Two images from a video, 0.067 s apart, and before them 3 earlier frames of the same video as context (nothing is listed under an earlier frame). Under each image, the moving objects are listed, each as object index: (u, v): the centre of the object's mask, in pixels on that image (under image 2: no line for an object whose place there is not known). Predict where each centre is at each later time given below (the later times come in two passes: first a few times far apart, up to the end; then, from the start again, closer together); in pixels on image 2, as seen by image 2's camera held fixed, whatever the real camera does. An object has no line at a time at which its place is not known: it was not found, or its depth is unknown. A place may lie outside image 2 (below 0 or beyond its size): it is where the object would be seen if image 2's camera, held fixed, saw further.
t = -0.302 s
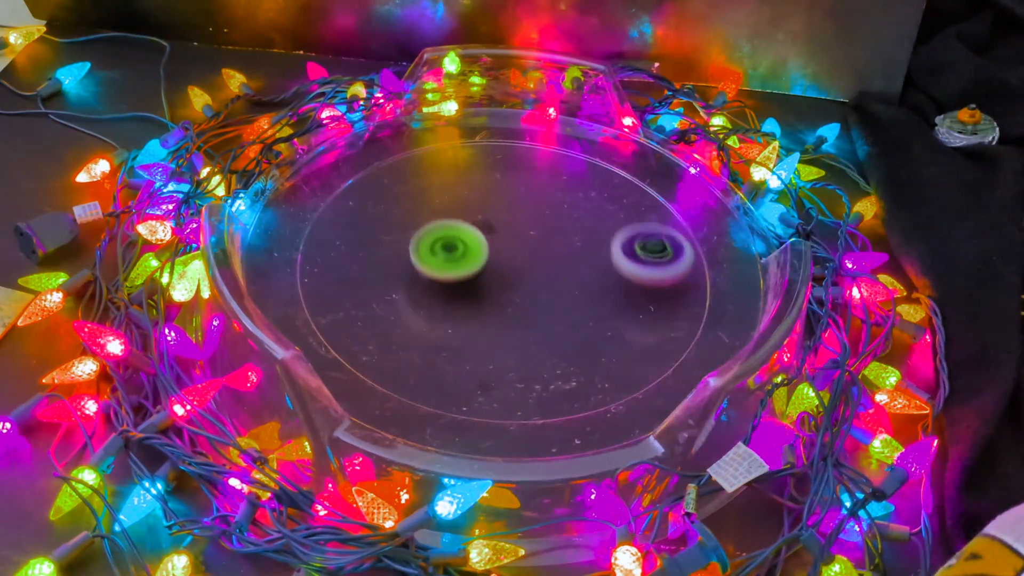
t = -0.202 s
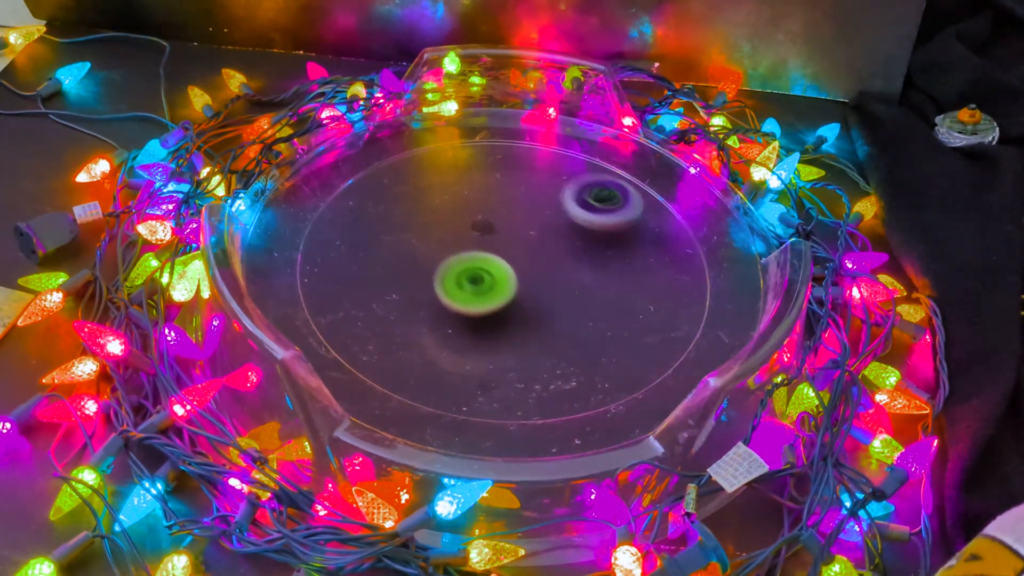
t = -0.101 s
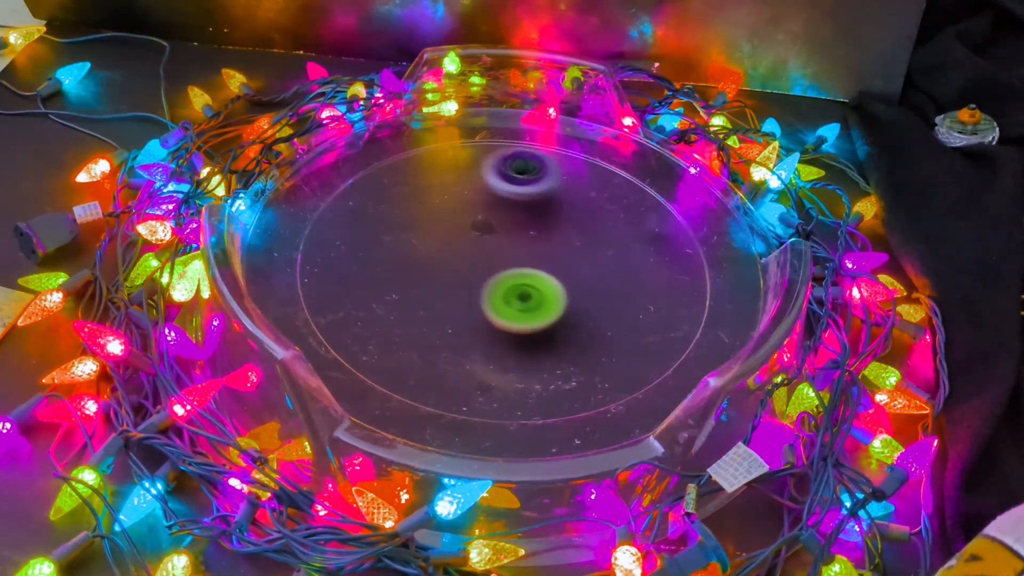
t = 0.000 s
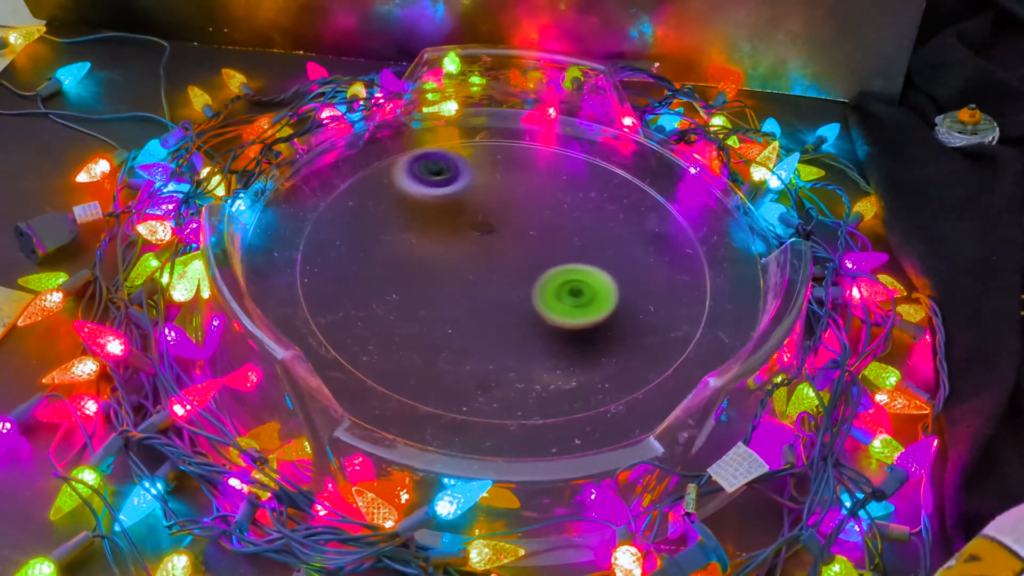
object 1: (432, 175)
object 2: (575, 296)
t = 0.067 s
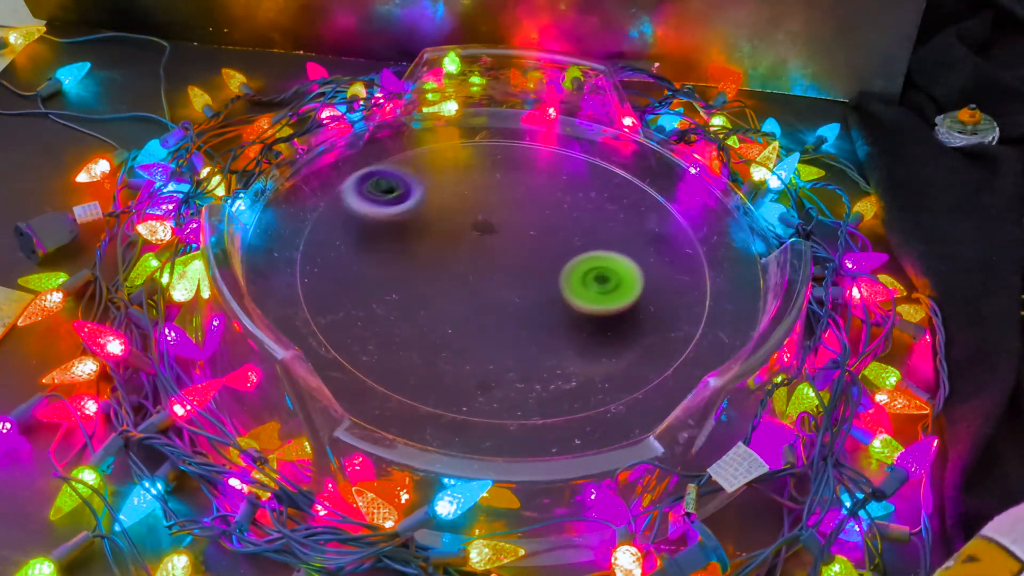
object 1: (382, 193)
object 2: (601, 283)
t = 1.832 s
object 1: (676, 270)
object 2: (426, 288)
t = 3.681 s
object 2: (507, 201)
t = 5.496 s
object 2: (531, 299)
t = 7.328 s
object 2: (542, 230)
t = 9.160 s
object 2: (431, 237)
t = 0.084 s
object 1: (372, 199)
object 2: (606, 278)
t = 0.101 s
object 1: (362, 206)
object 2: (610, 274)
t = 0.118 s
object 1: (354, 214)
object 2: (613, 269)
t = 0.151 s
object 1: (341, 231)
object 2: (617, 259)
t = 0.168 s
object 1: (337, 241)
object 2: (618, 254)
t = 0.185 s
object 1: (334, 251)
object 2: (618, 250)
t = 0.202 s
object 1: (332, 261)
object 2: (617, 245)
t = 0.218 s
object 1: (332, 271)
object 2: (616, 240)
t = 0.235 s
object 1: (335, 282)
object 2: (613, 236)
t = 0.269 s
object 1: (343, 303)
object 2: (607, 228)
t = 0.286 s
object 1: (350, 313)
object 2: (603, 224)
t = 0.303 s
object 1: (359, 323)
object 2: (598, 221)
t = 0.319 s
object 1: (369, 332)
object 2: (593, 218)
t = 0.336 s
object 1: (380, 340)
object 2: (587, 215)
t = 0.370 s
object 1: (406, 355)
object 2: (575, 211)
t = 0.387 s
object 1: (421, 362)
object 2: (569, 209)
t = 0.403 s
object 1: (437, 367)
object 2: (562, 208)
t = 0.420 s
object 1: (454, 371)
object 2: (555, 207)
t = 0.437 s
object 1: (471, 374)
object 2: (547, 207)
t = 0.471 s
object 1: (504, 376)
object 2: (533, 208)
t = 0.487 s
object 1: (521, 375)
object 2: (525, 209)
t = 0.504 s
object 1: (536, 373)
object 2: (518, 211)
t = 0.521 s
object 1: (552, 370)
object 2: (510, 213)
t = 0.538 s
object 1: (567, 366)
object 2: (503, 215)
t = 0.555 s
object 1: (582, 360)
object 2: (497, 218)
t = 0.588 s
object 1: (608, 347)
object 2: (485, 226)
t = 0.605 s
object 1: (620, 339)
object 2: (479, 230)
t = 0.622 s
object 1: (630, 330)
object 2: (474, 235)
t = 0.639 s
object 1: (639, 320)
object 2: (470, 240)
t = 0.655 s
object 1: (646, 310)
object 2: (467, 245)
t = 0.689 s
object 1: (655, 288)
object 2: (462, 256)
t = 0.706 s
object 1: (657, 277)
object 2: (461, 262)
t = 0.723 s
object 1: (658, 266)
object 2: (460, 268)
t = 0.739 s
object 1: (656, 255)
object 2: (461, 274)
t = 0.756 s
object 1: (654, 244)
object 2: (462, 279)
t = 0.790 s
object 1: (643, 224)
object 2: (467, 291)
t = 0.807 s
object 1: (637, 214)
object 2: (470, 296)
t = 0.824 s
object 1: (629, 204)
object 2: (475, 301)
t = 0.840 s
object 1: (620, 195)
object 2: (480, 306)
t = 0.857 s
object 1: (612, 188)
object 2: (485, 311)
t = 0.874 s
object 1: (602, 181)
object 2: (492, 315)
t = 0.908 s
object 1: (578, 166)
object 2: (506, 322)
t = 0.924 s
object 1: (566, 160)
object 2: (514, 324)
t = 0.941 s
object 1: (554, 156)
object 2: (522, 326)
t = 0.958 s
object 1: (541, 152)
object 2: (531, 328)
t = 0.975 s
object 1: (529, 149)
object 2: (539, 328)
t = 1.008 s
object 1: (504, 144)
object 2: (555, 328)
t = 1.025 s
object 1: (490, 142)
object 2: (563, 327)
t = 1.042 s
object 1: (478, 140)
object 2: (571, 326)
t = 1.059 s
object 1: (465, 139)
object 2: (578, 324)
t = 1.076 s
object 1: (451, 140)
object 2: (585, 321)
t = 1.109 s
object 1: (424, 146)
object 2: (596, 315)
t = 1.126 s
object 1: (411, 150)
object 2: (601, 311)
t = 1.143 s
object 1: (400, 154)
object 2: (605, 307)
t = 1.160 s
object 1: (389, 158)
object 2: (608, 303)
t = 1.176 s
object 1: (380, 163)
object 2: (611, 298)
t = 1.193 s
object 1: (370, 168)
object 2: (613, 294)
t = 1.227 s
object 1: (353, 182)
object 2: (615, 284)
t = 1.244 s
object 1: (346, 190)
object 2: (614, 279)
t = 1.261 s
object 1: (340, 198)
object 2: (613, 274)
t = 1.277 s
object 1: (335, 207)
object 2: (611, 269)
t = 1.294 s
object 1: (331, 217)
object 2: (609, 265)
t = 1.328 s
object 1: (328, 236)
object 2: (601, 255)
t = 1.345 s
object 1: (328, 246)
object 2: (596, 251)
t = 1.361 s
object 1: (330, 257)
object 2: (591, 247)
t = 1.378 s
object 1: (333, 267)
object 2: (585, 244)
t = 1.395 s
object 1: (339, 278)
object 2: (578, 240)
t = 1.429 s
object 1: (353, 299)
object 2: (564, 235)
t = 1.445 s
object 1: (363, 309)
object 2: (556, 232)
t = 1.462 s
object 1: (374, 319)
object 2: (548, 231)
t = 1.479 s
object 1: (387, 328)
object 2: (539, 229)
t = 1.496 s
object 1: (401, 336)
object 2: (531, 228)
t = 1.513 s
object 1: (417, 344)
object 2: (522, 228)
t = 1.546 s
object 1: (451, 356)
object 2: (505, 228)
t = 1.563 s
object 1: (469, 360)
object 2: (497, 228)
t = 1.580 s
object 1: (488, 362)
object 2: (489, 229)
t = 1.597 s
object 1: (506, 363)
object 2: (481, 231)
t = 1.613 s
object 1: (525, 363)
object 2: (473, 233)
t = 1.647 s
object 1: (561, 359)
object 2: (459, 238)
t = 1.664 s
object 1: (578, 355)
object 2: (453, 242)
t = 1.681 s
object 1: (594, 350)
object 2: (447, 246)
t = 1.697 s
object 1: (609, 343)
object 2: (441, 250)
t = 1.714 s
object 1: (623, 336)
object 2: (437, 254)
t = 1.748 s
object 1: (646, 319)
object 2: (430, 263)
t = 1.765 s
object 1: (655, 310)
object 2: (427, 268)
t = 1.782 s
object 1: (662, 300)
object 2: (426, 273)
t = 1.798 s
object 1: (668, 290)
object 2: (425, 278)
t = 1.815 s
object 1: (673, 280)
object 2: (425, 283)
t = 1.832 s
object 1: (676, 270)
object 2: (426, 288)
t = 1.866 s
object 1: (678, 249)
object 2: (429, 298)
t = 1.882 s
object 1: (677, 240)
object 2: (432, 303)
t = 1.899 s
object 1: (675, 230)
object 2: (436, 308)
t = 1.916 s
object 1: (672, 221)
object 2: (441, 312)
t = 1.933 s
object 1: (668, 211)
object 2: (446, 317)
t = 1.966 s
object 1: (657, 192)
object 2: (458, 323)
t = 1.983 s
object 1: (650, 184)
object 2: (465, 326)
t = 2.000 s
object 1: (643, 178)
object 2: (472, 328)
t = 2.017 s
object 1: (634, 171)
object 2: (480, 329)
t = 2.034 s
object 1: (625, 164)
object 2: (488, 330)
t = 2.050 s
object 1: (615, 158)
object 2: (495, 331)
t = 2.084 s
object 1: (593, 148)
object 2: (511, 331)
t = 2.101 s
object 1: (582, 144)
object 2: (518, 330)
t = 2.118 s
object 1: (570, 141)
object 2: (525, 328)
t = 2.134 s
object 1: (557, 138)
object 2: (532, 326)
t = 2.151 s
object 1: (542, 135)
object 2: (538, 324)
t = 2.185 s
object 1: (516, 133)
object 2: (550, 317)
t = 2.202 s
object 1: (505, 133)
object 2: (555, 313)
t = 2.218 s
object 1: (492, 133)
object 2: (559, 309)
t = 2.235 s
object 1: (480, 135)
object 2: (563, 305)
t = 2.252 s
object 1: (466, 137)
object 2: (566, 300)
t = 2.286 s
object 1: (440, 146)
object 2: (570, 290)
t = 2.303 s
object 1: (429, 152)
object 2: (571, 284)
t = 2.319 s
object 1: (419, 156)
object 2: (571, 279)
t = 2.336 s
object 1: (409, 162)
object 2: (570, 273)
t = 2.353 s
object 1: (400, 169)
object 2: (568, 268)
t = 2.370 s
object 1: (391, 177)
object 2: (566, 262)
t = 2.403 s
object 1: (376, 194)
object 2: (559, 252)
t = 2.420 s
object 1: (370, 204)
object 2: (555, 247)
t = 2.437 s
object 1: (365, 214)
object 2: (550, 242)
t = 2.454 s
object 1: (362, 225)
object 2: (545, 238)
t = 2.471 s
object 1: (361, 236)
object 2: (539, 234)
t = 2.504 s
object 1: (362, 259)
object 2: (527, 227)
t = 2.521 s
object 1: (365, 271)
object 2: (520, 224)
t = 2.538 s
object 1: (370, 282)
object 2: (513, 221)
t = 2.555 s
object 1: (377, 293)
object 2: (506, 218)
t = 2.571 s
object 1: (385, 304)
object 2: (498, 217)
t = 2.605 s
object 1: (406, 324)
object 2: (483, 214)
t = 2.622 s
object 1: (418, 333)
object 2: (476, 214)
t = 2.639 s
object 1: (432, 342)
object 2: (469, 214)
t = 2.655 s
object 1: (448, 348)
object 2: (461, 214)
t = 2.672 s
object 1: (464, 354)
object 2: (455, 215)
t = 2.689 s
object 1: (480, 359)
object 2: (448, 216)
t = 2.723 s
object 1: (515, 365)
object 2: (437, 220)
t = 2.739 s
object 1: (533, 366)
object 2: (431, 223)
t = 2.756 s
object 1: (550, 365)
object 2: (427, 226)
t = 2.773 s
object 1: (567, 364)
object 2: (423, 229)
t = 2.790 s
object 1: (584, 362)
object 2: (420, 232)
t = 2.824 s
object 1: (614, 355)
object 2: (414, 240)
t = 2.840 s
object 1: (628, 350)
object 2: (413, 244)
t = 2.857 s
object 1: (640, 344)
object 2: (412, 248)
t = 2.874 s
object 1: (652, 338)
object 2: (412, 252)
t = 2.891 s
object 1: (663, 330)
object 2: (412, 256)
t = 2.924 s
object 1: (680, 314)
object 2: (415, 265)
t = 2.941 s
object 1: (687, 305)
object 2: (417, 269)
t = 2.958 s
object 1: (692, 297)
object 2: (420, 273)
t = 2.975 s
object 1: (696, 287)
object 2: (424, 277)
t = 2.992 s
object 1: (698, 278)
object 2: (428, 281)
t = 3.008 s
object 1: (699, 268)
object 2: (433, 285)
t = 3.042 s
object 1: (697, 250)
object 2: (444, 291)
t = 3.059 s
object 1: (694, 241)
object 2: (450, 294)
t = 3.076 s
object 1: (690, 233)
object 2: (457, 296)
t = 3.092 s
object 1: (685, 224)
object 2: (464, 298)
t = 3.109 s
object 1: (679, 216)
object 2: (472, 300)
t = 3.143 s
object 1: (664, 201)
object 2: (487, 301)
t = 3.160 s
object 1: (655, 195)
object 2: (495, 301)
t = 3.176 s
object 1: (646, 189)
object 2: (502, 300)
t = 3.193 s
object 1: (637, 184)
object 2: (509, 299)
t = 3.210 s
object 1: (627, 179)
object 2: (517, 297)
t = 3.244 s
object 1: (605, 171)
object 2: (530, 292)
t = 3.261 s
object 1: (594, 168)
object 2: (536, 289)
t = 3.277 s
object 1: (583, 166)
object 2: (542, 286)
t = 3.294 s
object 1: (570, 164)
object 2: (547, 282)
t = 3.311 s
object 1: (557, 163)
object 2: (551, 278)
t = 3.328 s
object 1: (543, 162)
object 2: (555, 273)
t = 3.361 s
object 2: (561, 264)
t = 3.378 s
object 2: (562, 259)
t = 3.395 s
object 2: (563, 254)
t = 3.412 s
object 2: (563, 249)
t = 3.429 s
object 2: (563, 244)
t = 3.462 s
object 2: (560, 234)
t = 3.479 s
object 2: (558, 230)
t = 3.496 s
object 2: (555, 226)
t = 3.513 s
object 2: (552, 222)
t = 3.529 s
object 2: (549, 218)
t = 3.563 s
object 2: (541, 212)
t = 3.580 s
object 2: (537, 209)
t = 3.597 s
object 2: (532, 207)
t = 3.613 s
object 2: (527, 205)
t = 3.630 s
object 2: (522, 203)
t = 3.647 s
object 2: (517, 202)
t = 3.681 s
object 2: (507, 201)
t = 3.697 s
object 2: (502, 201)
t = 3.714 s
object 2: (498, 201)
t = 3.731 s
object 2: (493, 201)
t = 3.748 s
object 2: (488, 202)
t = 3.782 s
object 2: (480, 205)
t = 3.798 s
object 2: (476, 207)
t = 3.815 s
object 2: (472, 209)
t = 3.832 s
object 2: (469, 211)
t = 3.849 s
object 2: (466, 214)
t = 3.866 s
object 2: (463, 216)
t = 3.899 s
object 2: (458, 223)
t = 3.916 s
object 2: (457, 226)
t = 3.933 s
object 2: (456, 230)
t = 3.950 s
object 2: (455, 234)
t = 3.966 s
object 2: (455, 238)
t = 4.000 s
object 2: (456, 247)
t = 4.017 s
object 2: (458, 251)
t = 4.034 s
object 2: (460, 255)
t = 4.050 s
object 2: (463, 259)
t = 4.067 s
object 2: (466, 264)
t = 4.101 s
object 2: (475, 271)
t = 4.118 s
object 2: (479, 274)
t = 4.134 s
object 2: (485, 277)
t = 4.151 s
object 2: (490, 280)
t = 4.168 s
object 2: (496, 282)
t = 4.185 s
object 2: (503, 284)
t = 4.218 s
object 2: (516, 287)
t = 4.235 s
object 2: (522, 288)
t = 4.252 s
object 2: (529, 288)
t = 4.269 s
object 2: (535, 288)
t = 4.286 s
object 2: (542, 287)
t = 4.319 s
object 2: (554, 285)
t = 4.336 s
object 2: (560, 283)
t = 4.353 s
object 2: (565, 280)
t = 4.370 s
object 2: (569, 278)
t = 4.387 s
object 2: (573, 275)
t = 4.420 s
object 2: (579, 269)
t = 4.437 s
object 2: (582, 266)
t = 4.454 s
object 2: (583, 263)
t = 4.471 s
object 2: (585, 260)
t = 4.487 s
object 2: (585, 257)
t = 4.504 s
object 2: (585, 254)
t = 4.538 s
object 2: (585, 249)
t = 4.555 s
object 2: (584, 247)
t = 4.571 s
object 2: (583, 244)
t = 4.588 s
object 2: (581, 242)
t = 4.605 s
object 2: (580, 240)
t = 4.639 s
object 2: (576, 236)
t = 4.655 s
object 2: (573, 235)
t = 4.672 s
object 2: (571, 233)
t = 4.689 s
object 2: (568, 232)
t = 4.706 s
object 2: (565, 231)
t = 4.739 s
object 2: (559, 229)
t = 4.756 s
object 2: (556, 228)
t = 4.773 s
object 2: (553, 228)
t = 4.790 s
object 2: (550, 228)
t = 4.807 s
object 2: (546, 228)
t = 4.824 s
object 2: (543, 228)
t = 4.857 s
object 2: (535, 228)
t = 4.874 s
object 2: (531, 229)
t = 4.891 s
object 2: (527, 230)
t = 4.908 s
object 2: (524, 231)
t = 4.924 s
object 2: (520, 232)
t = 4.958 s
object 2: (513, 236)
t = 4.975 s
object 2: (509, 238)
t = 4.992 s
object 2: (506, 240)
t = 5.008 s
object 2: (503, 242)
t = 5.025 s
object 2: (501, 245)
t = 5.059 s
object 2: (496, 251)
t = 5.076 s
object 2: (495, 254)
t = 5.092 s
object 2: (493, 257)
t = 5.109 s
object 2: (493, 260)
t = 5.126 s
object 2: (492, 263)
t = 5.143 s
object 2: (491, 266)
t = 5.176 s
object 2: (492, 271)
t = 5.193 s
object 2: (492, 274)
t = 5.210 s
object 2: (493, 277)
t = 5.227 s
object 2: (494, 280)
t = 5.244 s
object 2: (496, 282)
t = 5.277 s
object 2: (500, 287)
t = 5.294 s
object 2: (502, 289)
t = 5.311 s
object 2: (504, 291)
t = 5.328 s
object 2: (507, 293)
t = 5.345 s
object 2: (509, 294)
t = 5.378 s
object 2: (514, 296)
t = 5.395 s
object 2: (517, 297)
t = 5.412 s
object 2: (520, 298)
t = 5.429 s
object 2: (522, 299)
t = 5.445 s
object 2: (525, 299)
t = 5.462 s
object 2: (527, 299)
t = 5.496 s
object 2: (531, 299)
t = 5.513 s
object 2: (534, 299)
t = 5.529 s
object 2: (536, 299)
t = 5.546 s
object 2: (537, 299)
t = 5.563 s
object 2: (539, 298)
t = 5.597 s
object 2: (542, 297)
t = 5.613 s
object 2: (544, 297)
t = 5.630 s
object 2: (545, 296)
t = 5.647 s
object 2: (546, 295)
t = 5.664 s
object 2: (547, 295)
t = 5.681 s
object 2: (548, 294)
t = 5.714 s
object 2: (550, 292)
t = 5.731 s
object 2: (551, 290)
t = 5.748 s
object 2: (551, 289)
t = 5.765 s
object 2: (552, 288)
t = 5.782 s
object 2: (552, 287)
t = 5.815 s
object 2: (552, 284)
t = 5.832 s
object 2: (552, 282)
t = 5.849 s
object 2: (551, 281)
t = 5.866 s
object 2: (550, 279)
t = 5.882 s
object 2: (550, 278)
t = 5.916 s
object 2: (547, 275)
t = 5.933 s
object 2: (545, 273)
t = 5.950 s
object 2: (544, 272)
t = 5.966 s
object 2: (541, 271)
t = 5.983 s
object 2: (539, 269)
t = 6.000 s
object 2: (537, 268)
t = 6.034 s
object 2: (532, 266)
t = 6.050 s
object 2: (530, 265)
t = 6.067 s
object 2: (527, 264)
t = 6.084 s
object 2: (524, 264)
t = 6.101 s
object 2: (522, 263)
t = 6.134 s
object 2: (517, 262)
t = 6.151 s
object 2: (515, 262)
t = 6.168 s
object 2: (512, 262)
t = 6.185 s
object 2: (510, 262)
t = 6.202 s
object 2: (508, 262)
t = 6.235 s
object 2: (503, 262)
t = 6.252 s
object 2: (501, 262)
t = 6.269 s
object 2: (499, 262)
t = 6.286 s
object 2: (497, 262)
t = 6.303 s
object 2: (495, 263)
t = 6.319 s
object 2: (492, 263)
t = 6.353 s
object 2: (489, 263)
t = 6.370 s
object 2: (487, 264)
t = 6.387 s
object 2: (485, 264)
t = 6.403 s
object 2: (484, 265)
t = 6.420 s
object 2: (482, 265)
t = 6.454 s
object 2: (480, 267)
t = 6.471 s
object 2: (479, 267)
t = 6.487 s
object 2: (478, 268)
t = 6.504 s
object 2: (477, 269)
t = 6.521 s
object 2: (476, 269)
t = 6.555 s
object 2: (475, 270)
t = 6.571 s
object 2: (475, 271)
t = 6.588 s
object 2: (475, 272)
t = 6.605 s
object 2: (475, 272)
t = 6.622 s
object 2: (475, 273)
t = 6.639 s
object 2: (475, 274)
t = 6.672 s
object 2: (475, 275)
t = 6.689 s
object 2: (475, 275)
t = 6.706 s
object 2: (476, 276)
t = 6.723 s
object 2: (476, 276)
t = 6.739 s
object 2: (477, 277)
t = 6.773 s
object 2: (479, 278)
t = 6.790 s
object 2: (480, 278)
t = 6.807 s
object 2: (481, 278)
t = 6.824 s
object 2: (483, 279)
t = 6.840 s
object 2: (491, 281)
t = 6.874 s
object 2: (509, 286)
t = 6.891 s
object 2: (516, 287)
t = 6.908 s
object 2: (522, 287)
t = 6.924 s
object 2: (527, 287)
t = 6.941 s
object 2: (531, 286)
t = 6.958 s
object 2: (535, 284)
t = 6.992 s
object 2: (542, 280)
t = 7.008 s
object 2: (545, 277)
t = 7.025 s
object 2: (548, 275)
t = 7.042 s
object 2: (551, 272)
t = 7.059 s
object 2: (553, 269)
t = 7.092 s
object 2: (556, 263)
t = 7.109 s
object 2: (557, 260)
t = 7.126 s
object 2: (558, 257)
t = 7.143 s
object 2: (558, 254)
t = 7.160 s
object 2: (558, 252)
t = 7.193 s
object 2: (557, 246)
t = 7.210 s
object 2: (556, 244)
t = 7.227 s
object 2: (555, 241)
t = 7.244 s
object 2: (553, 239)
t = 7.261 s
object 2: (551, 237)
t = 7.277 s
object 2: (549, 235)
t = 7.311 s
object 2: (544, 231)
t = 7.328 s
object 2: (542, 230)
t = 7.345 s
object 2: (539, 228)
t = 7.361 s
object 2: (536, 227)
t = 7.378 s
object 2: (533, 226)
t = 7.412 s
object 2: (522, 222)
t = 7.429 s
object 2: (510, 217)
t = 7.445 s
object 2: (498, 213)
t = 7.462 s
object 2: (487, 210)
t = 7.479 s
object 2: (478, 208)
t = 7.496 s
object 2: (469, 207)
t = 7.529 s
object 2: (454, 208)
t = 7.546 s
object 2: (446, 210)
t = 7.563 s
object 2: (439, 212)
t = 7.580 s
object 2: (433, 214)
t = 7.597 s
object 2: (427, 217)
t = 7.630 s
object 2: (417, 224)
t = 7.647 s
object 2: (413, 228)
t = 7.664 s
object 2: (409, 232)
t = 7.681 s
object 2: (406, 237)
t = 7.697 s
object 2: (404, 241)
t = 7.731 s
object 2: (401, 251)
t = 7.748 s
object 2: (401, 256)
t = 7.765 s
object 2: (401, 262)
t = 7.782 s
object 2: (403, 267)
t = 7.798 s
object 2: (405, 272)
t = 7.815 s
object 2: (408, 277)
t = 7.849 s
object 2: (416, 287)
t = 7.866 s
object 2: (421, 291)
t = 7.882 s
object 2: (427, 295)
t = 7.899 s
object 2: (434, 299)
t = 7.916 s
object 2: (441, 303)
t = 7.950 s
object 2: (456, 308)
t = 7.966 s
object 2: (464, 310)
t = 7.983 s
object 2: (473, 312)
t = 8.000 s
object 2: (485, 317)
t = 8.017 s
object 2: (502, 326)
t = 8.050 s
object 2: (536, 340)
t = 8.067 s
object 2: (551, 345)
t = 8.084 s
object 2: (567, 348)
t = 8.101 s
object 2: (583, 349)
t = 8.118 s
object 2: (598, 348)
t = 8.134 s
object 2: (612, 347)
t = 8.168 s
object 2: (636, 342)
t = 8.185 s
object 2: (645, 338)
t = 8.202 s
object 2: (653, 334)
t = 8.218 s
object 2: (661, 330)
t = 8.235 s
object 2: (668, 325)
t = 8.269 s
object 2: (680, 315)
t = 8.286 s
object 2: (684, 309)
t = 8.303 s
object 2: (689, 304)
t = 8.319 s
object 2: (692, 299)
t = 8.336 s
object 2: (695, 293)
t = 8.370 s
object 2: (698, 282)
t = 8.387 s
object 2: (699, 277)
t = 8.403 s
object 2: (700, 272)
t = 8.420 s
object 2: (700, 267)
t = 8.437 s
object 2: (699, 262)
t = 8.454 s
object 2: (698, 257)
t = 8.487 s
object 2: (694, 247)
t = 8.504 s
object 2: (692, 242)
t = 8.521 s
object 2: (689, 238)
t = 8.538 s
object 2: (686, 233)
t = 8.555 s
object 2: (682, 228)
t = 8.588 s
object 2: (673, 220)
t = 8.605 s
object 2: (668, 216)
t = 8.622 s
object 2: (663, 212)
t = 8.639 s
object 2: (657, 208)
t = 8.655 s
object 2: (652, 205)
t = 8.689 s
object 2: (640, 199)
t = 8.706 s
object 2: (633, 197)
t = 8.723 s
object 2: (625, 194)
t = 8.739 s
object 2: (618, 192)
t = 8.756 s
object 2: (610, 191)
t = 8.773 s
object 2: (601, 189)
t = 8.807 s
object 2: (585, 187)
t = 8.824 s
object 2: (576, 186)
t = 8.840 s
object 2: (567, 185)
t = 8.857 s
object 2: (559, 186)
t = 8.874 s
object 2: (550, 186)
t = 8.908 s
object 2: (533, 188)
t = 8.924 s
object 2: (524, 189)
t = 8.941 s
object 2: (516, 191)
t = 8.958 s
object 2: (507, 193)
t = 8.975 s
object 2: (500, 196)
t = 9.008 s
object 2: (485, 201)
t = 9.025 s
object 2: (477, 204)
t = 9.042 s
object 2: (470, 207)
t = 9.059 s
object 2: (463, 211)
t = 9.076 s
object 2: (457, 215)
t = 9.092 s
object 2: (451, 219)
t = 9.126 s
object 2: (440, 228)
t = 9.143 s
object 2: (435, 232)
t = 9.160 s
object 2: (431, 237)
